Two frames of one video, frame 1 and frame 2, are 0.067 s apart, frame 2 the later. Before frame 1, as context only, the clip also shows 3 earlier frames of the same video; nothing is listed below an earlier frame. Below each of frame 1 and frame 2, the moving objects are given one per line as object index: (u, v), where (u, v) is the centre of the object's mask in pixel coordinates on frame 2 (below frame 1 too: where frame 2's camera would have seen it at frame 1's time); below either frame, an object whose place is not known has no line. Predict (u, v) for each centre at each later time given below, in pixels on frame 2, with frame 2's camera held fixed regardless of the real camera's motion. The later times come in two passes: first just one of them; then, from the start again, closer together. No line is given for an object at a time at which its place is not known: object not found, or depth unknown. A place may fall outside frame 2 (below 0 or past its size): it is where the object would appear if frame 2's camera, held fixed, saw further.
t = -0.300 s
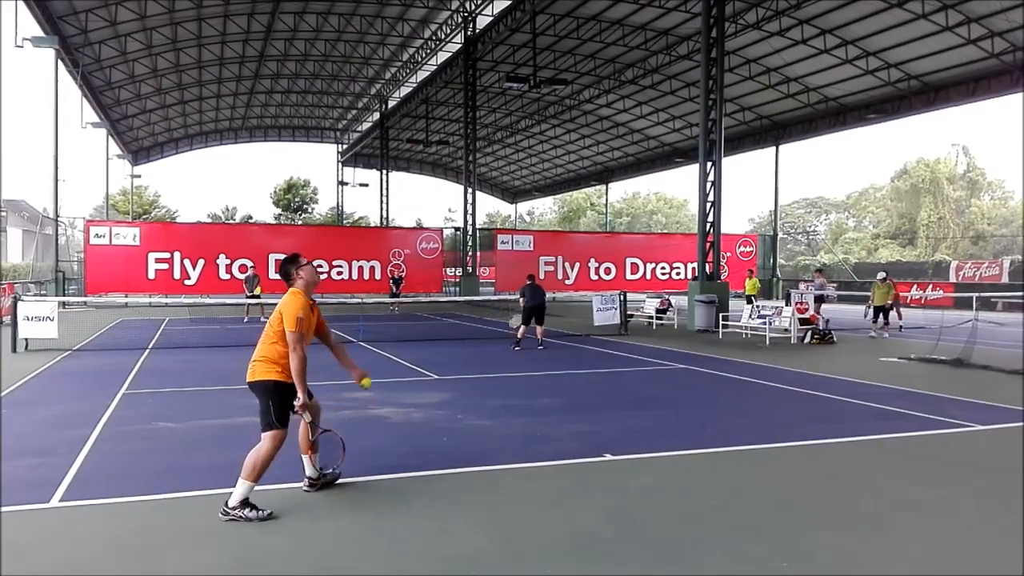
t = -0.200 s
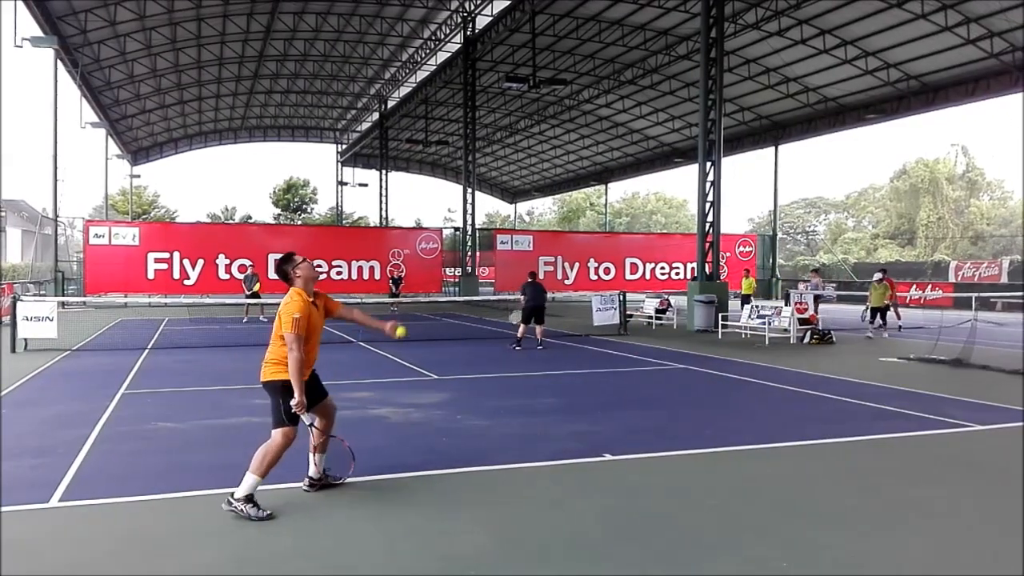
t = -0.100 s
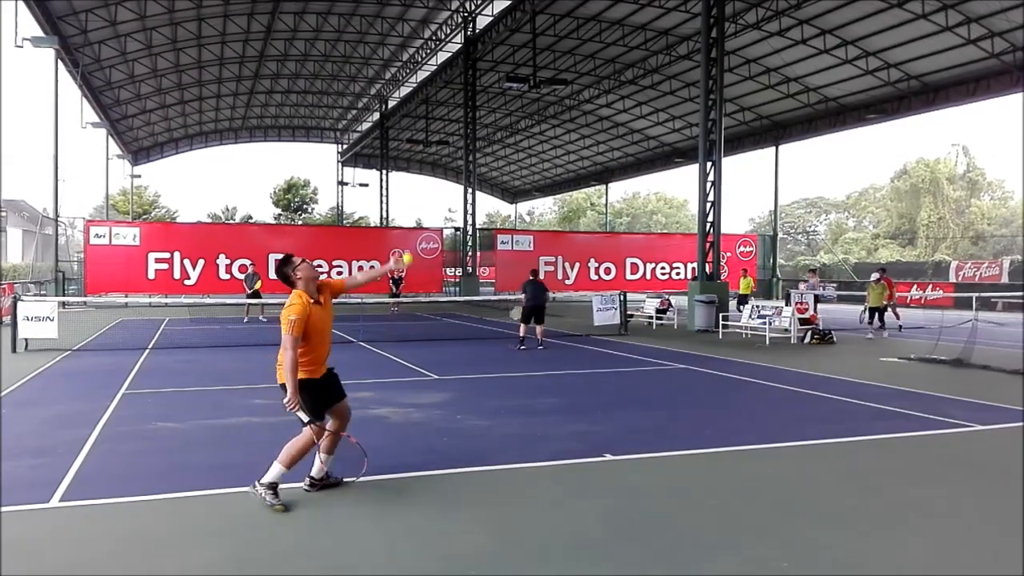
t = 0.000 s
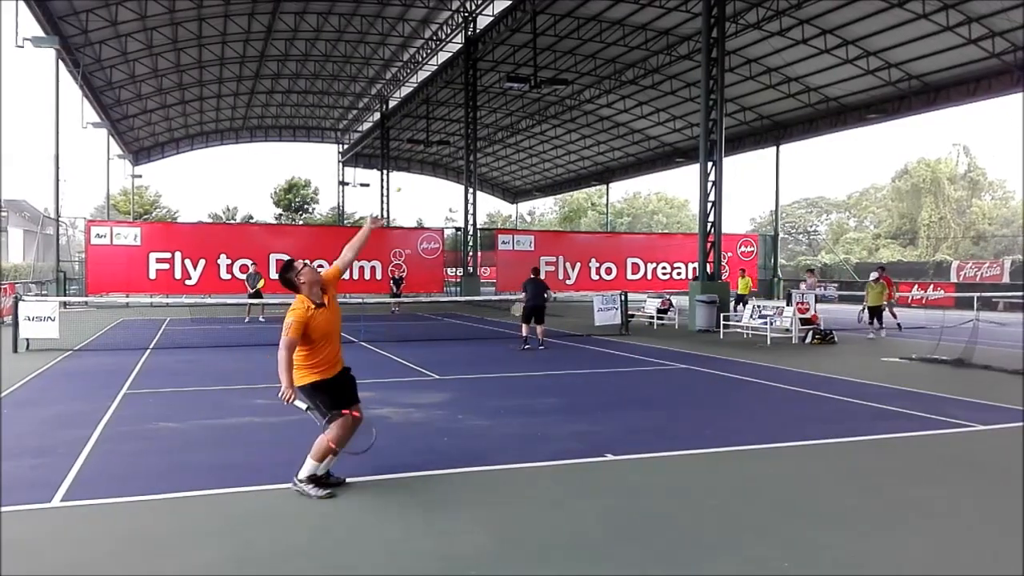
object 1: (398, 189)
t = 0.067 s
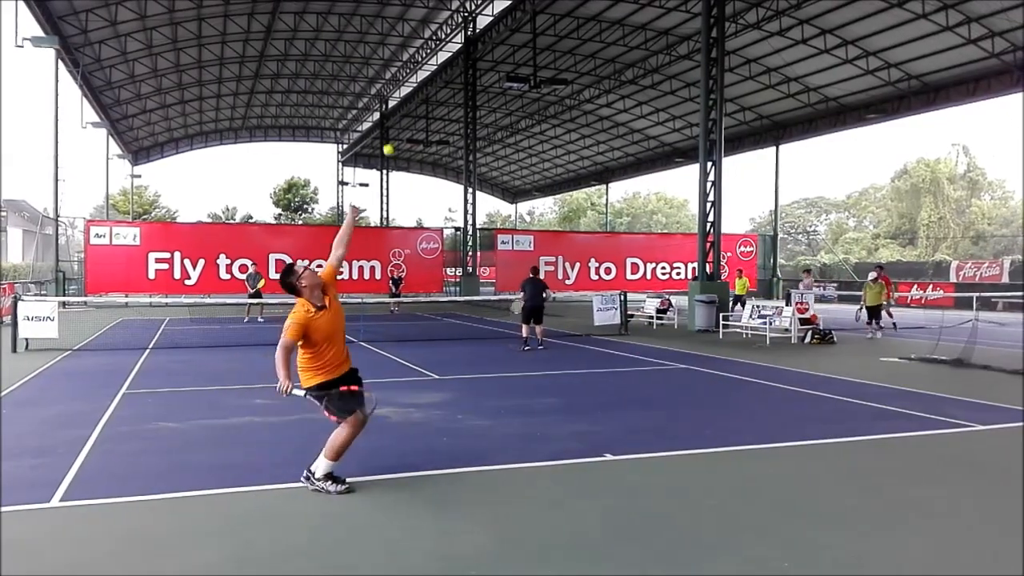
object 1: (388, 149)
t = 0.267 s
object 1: (364, 67)
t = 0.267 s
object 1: (364, 67)
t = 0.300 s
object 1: (359, 58)
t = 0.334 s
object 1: (356, 52)
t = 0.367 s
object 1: (352, 46)
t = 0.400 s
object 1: (348, 42)
